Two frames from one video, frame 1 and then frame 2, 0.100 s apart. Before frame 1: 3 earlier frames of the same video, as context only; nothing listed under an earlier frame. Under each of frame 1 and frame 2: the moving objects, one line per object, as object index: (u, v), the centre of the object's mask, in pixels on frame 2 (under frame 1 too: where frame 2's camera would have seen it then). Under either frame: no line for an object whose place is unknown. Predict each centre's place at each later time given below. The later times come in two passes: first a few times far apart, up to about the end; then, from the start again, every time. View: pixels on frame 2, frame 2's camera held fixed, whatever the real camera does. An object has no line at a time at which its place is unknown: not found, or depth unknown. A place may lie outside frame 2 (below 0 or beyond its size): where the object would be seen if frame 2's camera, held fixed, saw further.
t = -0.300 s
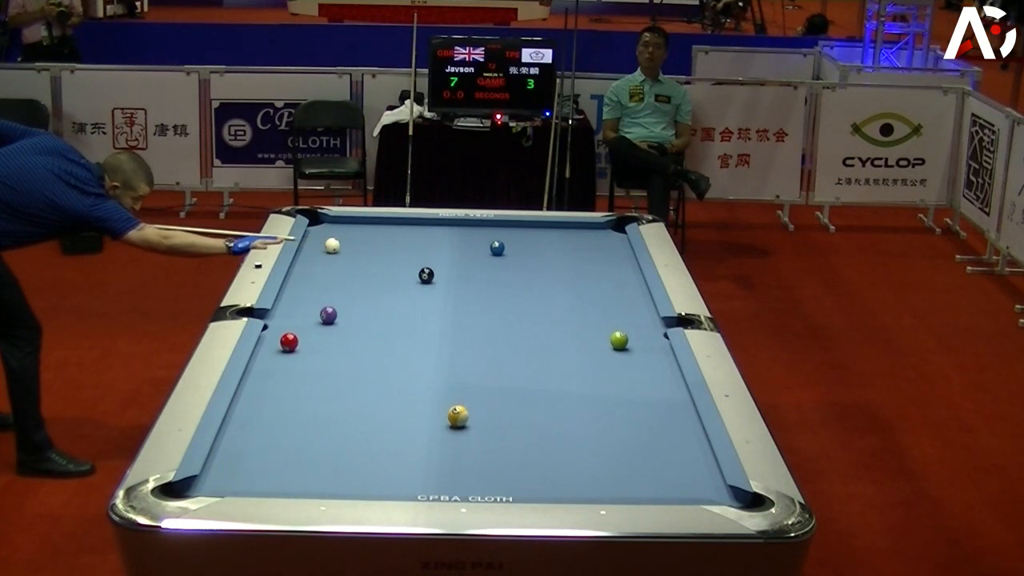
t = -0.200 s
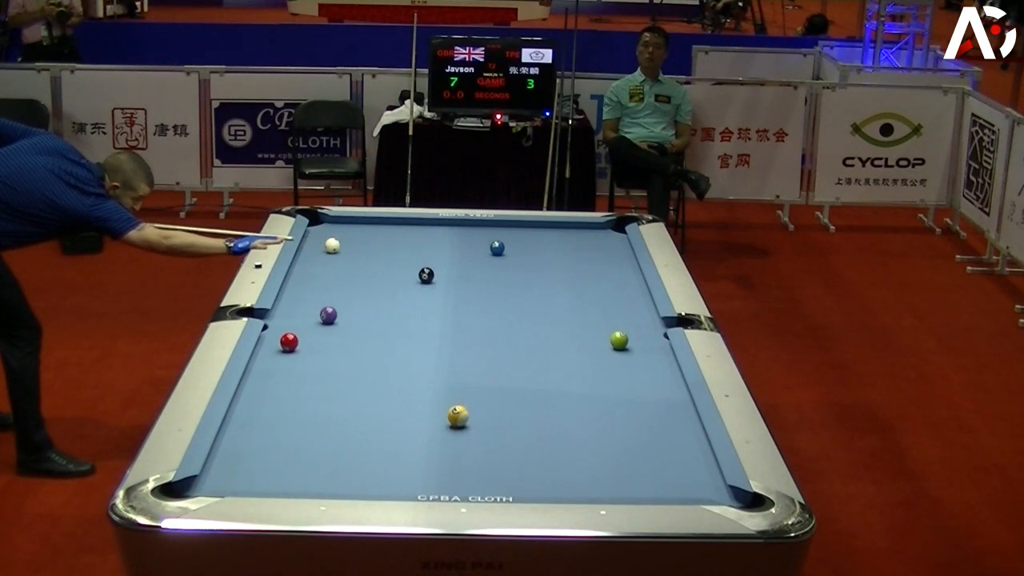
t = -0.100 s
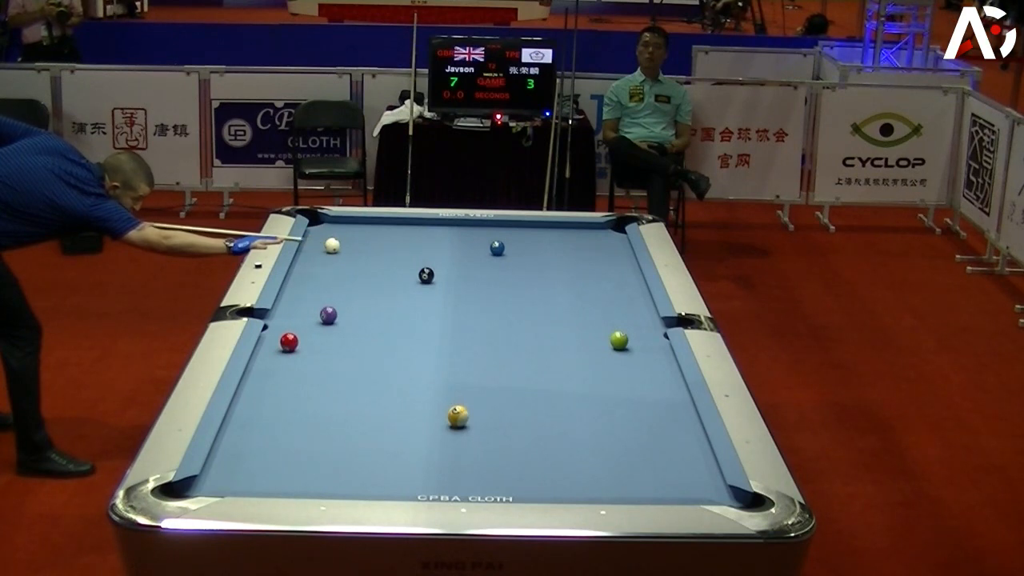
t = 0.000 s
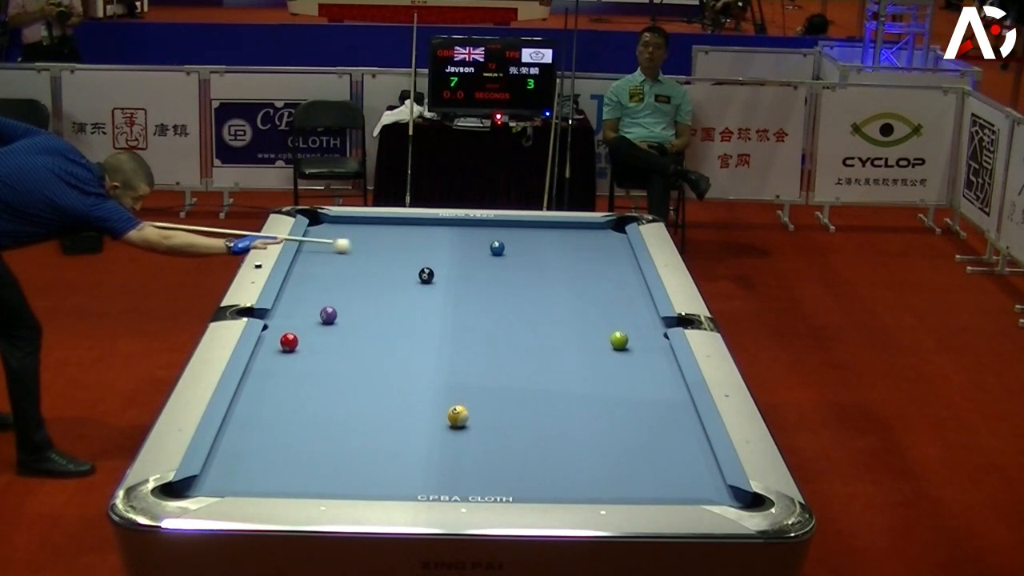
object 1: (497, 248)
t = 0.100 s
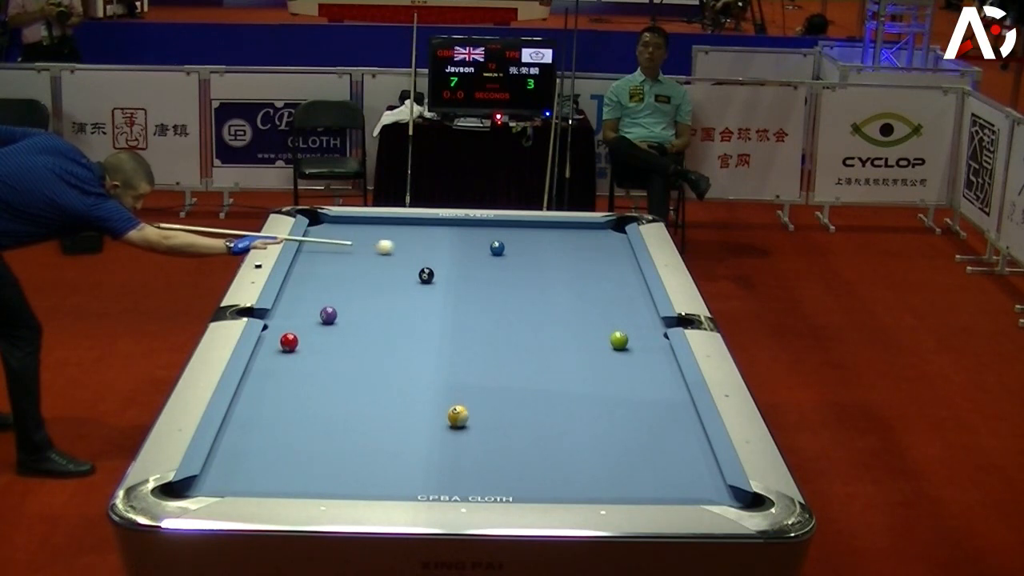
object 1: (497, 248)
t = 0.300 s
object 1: (497, 248)
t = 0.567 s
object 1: (539, 240)
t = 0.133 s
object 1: (497, 248)
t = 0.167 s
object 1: (497, 248)
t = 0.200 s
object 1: (497, 248)
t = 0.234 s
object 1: (497, 248)
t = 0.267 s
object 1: (497, 248)
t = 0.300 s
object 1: (497, 248)
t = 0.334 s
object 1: (498, 248)
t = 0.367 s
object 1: (504, 246)
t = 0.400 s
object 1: (511, 245)
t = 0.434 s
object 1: (517, 245)
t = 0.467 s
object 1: (523, 244)
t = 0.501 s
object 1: (529, 242)
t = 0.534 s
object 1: (534, 241)
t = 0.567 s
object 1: (539, 240)
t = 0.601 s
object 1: (544, 239)
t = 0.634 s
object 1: (549, 238)
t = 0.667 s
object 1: (553, 237)
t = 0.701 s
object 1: (558, 236)
